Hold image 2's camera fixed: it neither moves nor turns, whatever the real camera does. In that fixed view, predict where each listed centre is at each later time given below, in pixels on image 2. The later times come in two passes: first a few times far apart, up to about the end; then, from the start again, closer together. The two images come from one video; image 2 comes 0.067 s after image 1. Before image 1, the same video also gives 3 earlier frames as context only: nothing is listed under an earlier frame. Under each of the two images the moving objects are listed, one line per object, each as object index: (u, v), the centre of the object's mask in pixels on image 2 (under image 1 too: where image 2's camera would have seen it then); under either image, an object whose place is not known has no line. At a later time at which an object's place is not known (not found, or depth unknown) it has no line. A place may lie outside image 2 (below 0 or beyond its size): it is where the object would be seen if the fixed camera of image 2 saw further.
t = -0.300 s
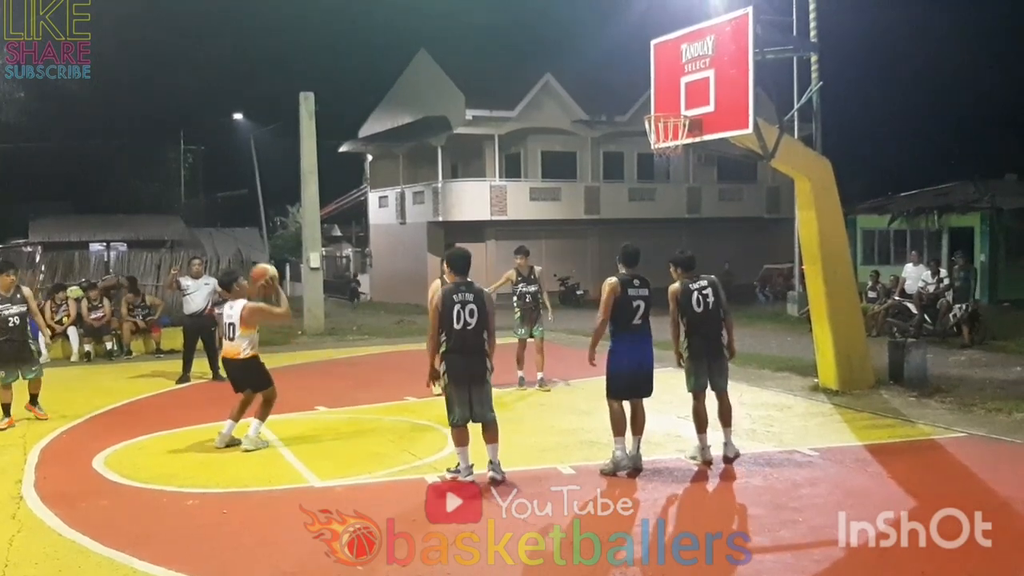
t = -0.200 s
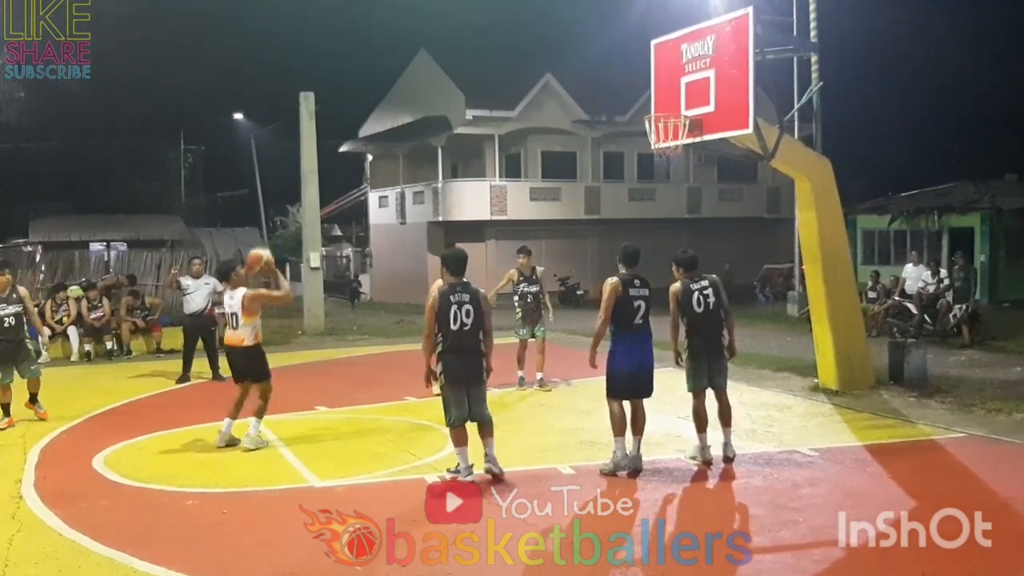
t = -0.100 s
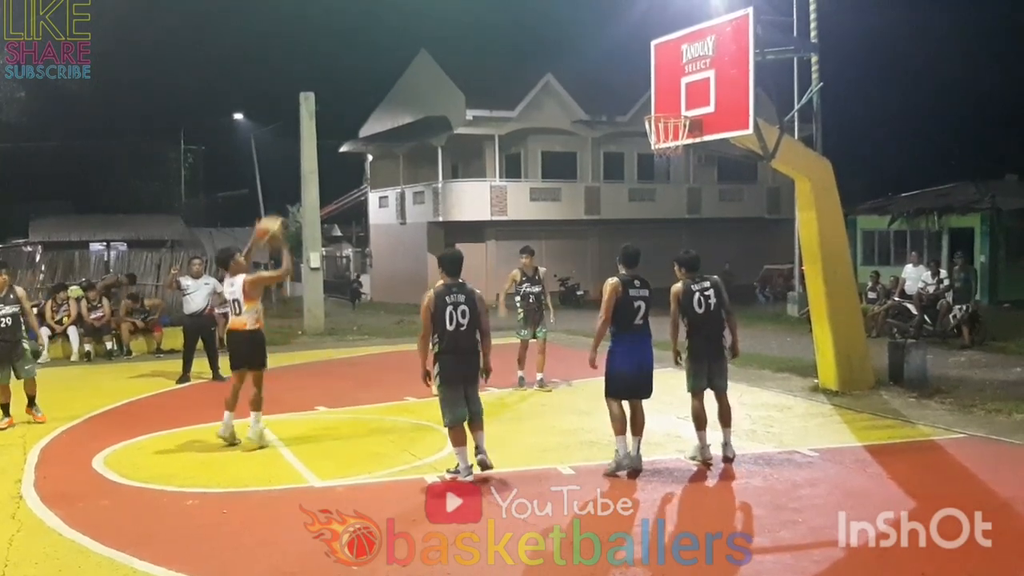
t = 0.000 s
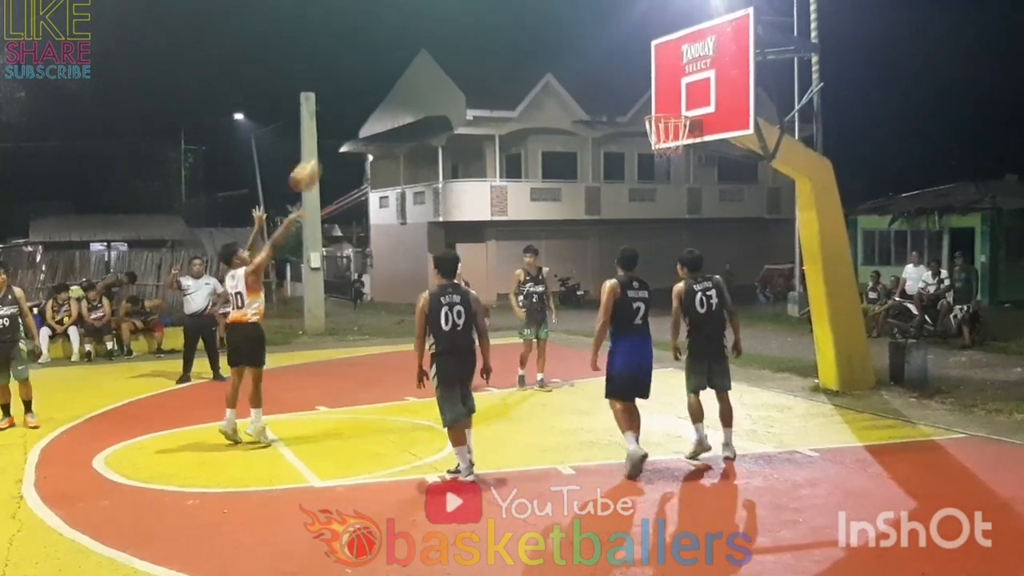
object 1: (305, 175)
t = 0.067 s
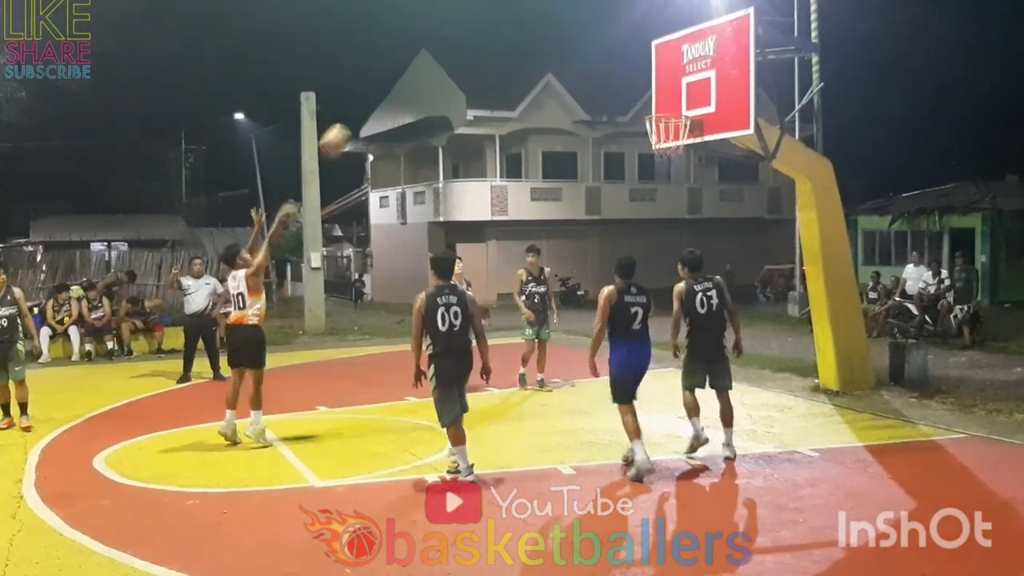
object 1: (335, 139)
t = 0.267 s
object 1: (418, 66)
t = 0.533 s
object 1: (522, 34)
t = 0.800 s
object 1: (616, 71)
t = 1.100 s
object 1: (666, 105)
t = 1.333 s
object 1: (625, 109)
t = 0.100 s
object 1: (349, 125)
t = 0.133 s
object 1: (362, 110)
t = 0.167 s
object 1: (376, 97)
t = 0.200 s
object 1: (390, 86)
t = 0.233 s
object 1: (404, 76)
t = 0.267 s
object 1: (418, 66)
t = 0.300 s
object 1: (430, 59)
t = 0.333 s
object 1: (444, 52)
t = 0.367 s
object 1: (458, 46)
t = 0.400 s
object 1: (471, 42)
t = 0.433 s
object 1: (484, 38)
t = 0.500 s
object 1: (509, 34)
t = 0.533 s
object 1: (522, 34)
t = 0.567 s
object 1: (534, 35)
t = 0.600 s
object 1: (546, 37)
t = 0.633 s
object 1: (558, 40)
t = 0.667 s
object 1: (570, 44)
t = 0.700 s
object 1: (582, 49)
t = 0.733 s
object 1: (593, 55)
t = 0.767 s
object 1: (605, 62)
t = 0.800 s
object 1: (616, 71)
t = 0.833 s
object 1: (627, 80)
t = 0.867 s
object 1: (638, 90)
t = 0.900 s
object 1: (648, 100)
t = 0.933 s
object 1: (657, 105)
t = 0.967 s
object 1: (665, 106)
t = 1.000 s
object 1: (671, 109)
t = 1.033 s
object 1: (677, 112)
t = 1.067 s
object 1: (672, 111)
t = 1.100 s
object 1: (666, 105)
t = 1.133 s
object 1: (661, 103)
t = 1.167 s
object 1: (654, 102)
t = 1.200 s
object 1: (647, 102)
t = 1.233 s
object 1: (642, 102)
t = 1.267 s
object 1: (638, 104)
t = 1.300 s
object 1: (631, 106)
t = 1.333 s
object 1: (625, 109)
